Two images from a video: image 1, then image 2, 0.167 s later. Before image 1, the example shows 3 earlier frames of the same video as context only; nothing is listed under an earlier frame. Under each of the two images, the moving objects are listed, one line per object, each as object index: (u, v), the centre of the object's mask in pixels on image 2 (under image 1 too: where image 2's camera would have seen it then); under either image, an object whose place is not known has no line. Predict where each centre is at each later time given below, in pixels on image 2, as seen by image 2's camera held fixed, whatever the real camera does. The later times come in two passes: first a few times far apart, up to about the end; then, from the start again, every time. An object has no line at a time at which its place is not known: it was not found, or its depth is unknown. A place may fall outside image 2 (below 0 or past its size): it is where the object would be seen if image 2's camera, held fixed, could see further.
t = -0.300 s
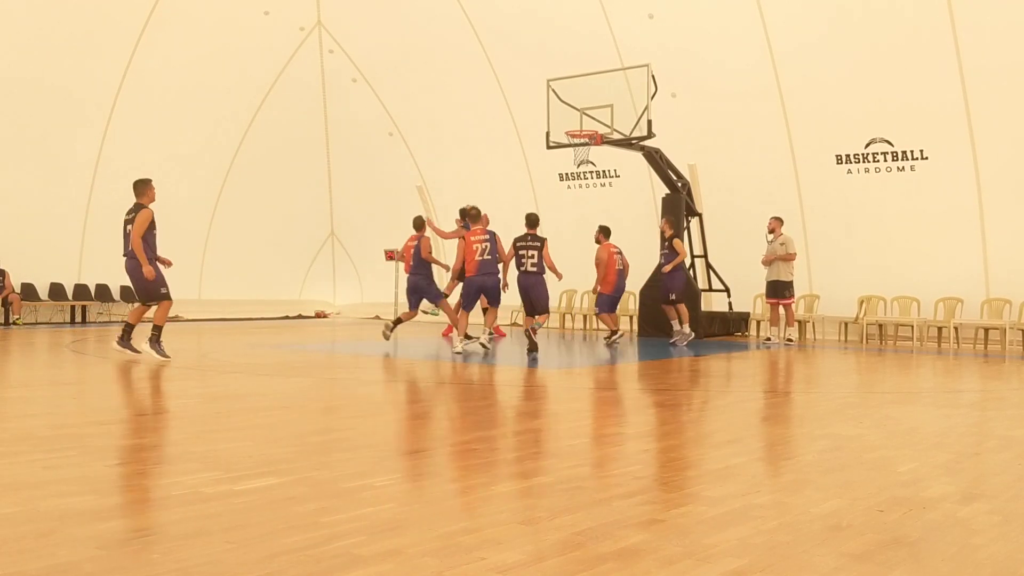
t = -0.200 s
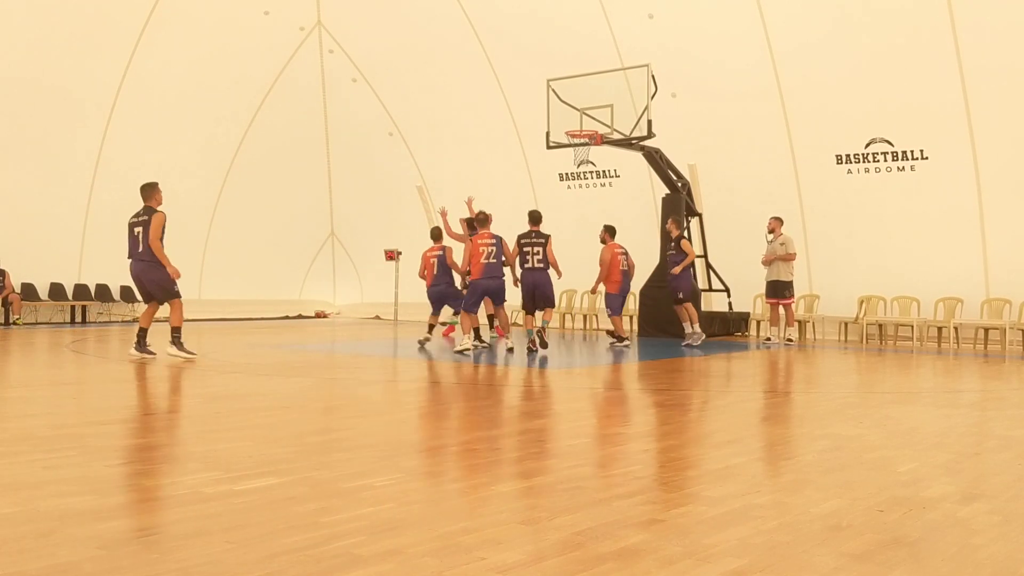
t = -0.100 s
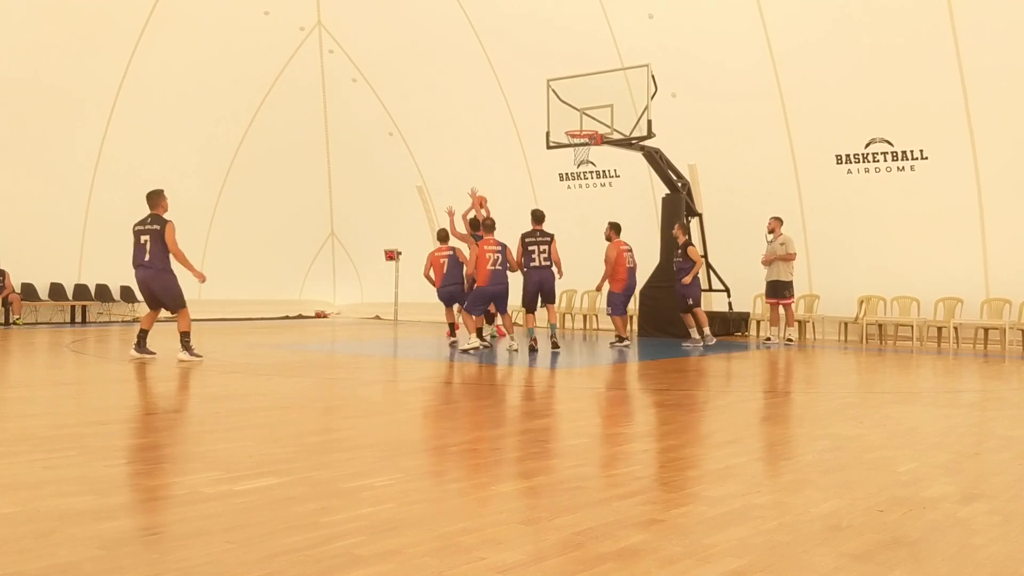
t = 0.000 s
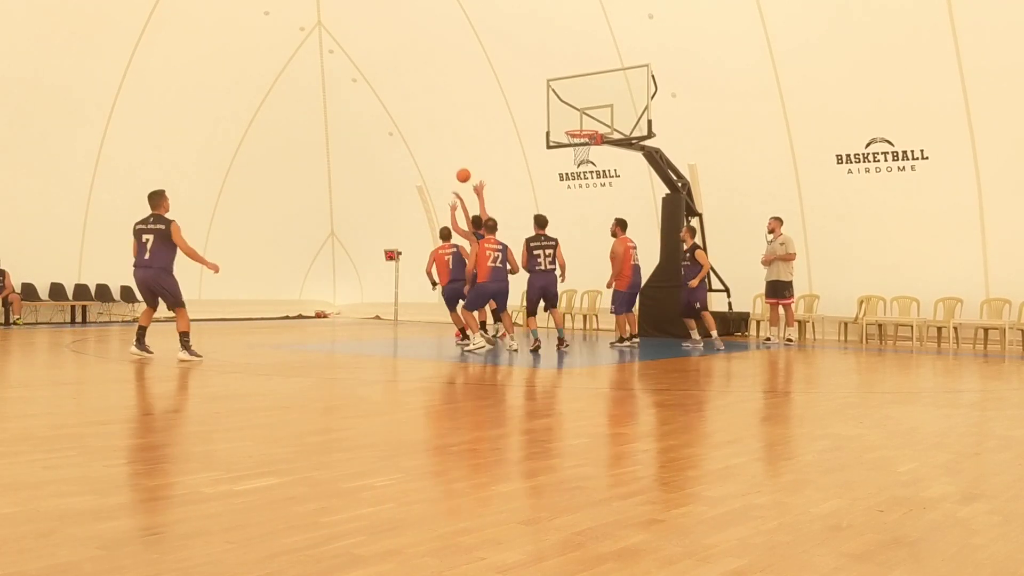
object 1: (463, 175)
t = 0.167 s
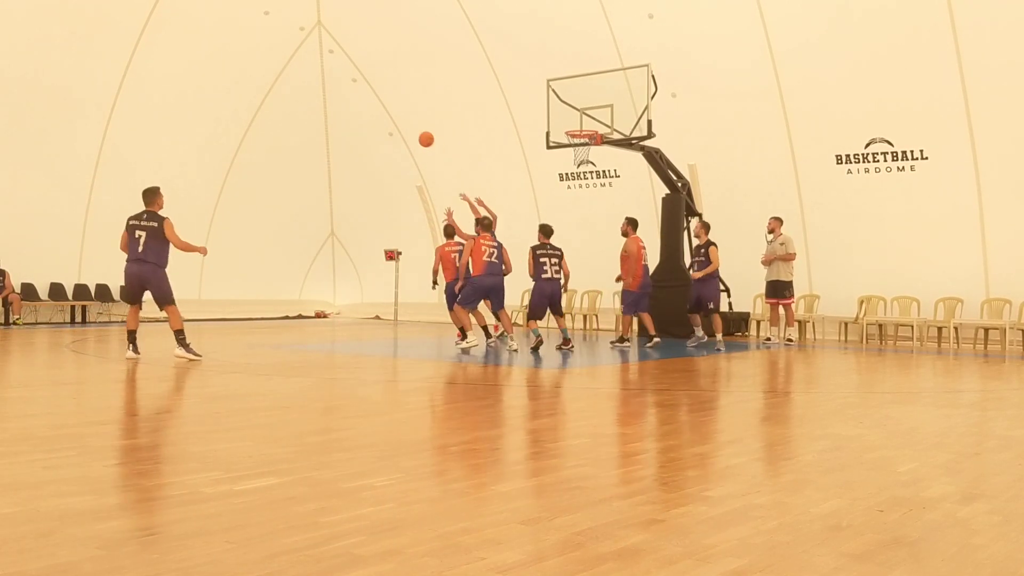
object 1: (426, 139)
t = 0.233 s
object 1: (410, 129)
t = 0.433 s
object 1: (355, 113)
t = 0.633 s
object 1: (291, 126)
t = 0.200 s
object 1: (418, 134)
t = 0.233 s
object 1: (410, 129)
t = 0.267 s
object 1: (401, 124)
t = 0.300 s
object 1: (392, 121)
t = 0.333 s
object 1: (384, 118)
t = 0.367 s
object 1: (374, 115)
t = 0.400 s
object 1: (365, 114)
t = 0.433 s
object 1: (355, 113)
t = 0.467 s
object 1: (345, 113)
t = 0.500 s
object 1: (335, 114)
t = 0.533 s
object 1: (325, 115)
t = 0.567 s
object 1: (314, 118)
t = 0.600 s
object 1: (303, 121)
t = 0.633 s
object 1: (291, 126)
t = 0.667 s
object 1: (279, 132)
